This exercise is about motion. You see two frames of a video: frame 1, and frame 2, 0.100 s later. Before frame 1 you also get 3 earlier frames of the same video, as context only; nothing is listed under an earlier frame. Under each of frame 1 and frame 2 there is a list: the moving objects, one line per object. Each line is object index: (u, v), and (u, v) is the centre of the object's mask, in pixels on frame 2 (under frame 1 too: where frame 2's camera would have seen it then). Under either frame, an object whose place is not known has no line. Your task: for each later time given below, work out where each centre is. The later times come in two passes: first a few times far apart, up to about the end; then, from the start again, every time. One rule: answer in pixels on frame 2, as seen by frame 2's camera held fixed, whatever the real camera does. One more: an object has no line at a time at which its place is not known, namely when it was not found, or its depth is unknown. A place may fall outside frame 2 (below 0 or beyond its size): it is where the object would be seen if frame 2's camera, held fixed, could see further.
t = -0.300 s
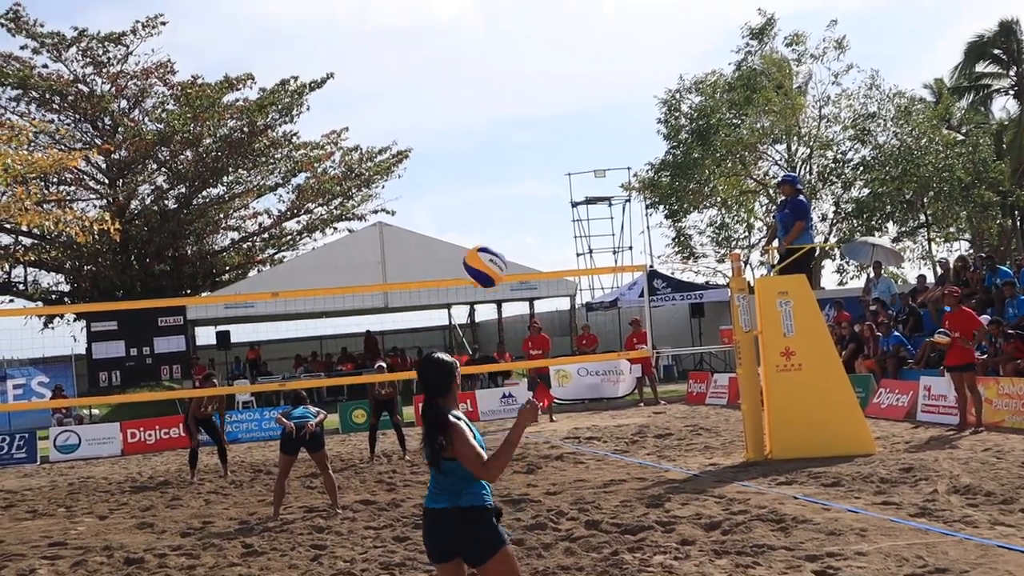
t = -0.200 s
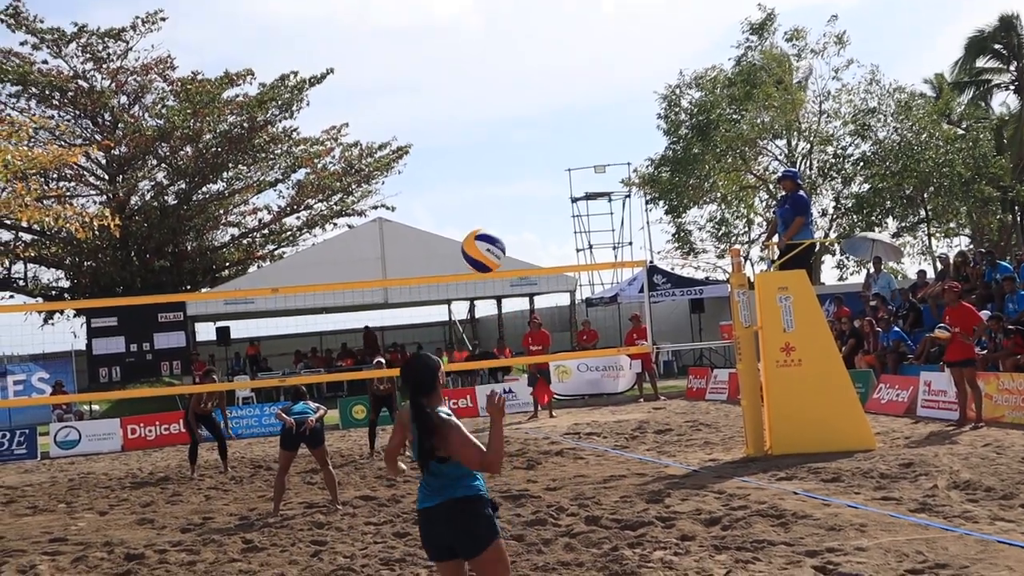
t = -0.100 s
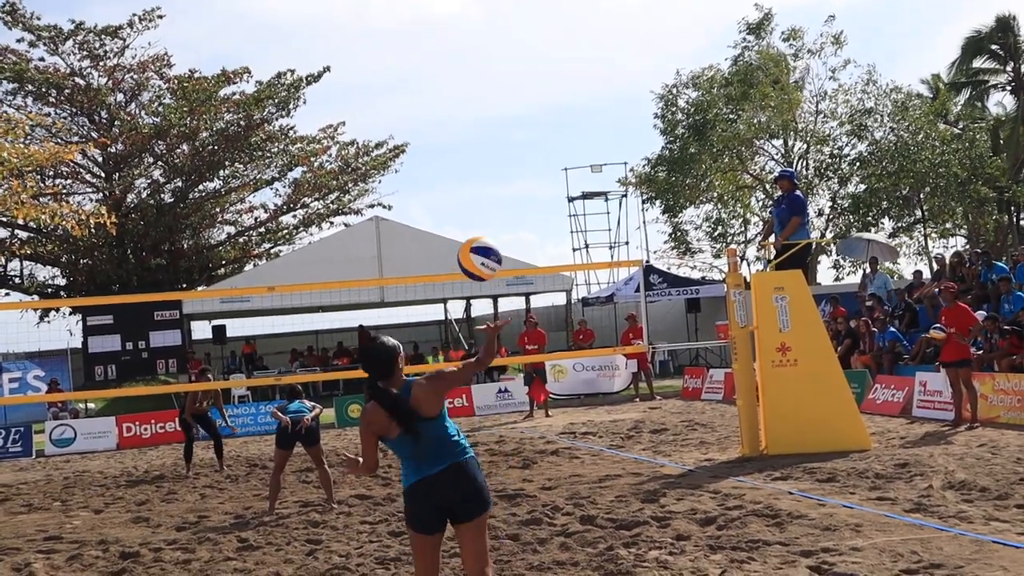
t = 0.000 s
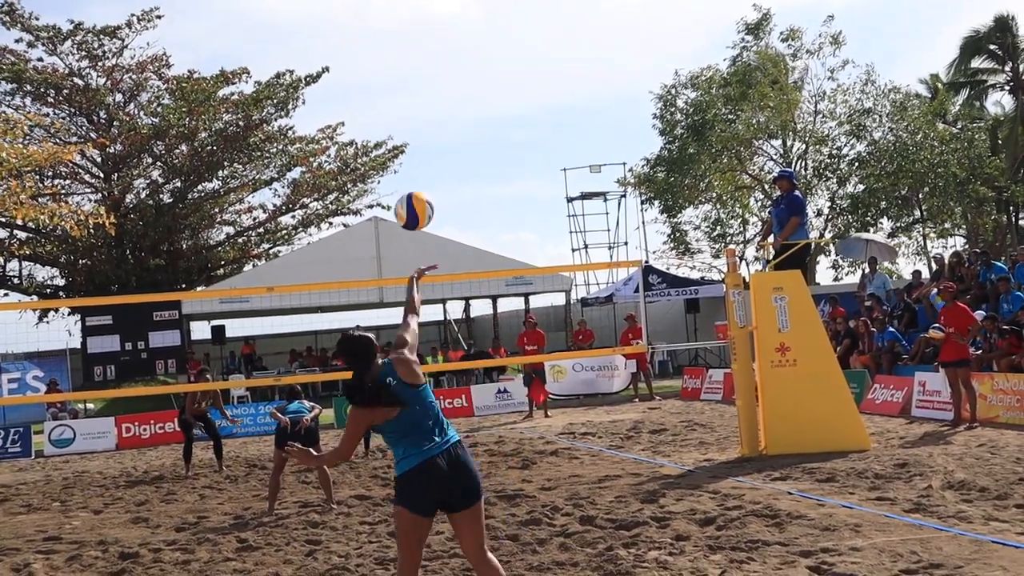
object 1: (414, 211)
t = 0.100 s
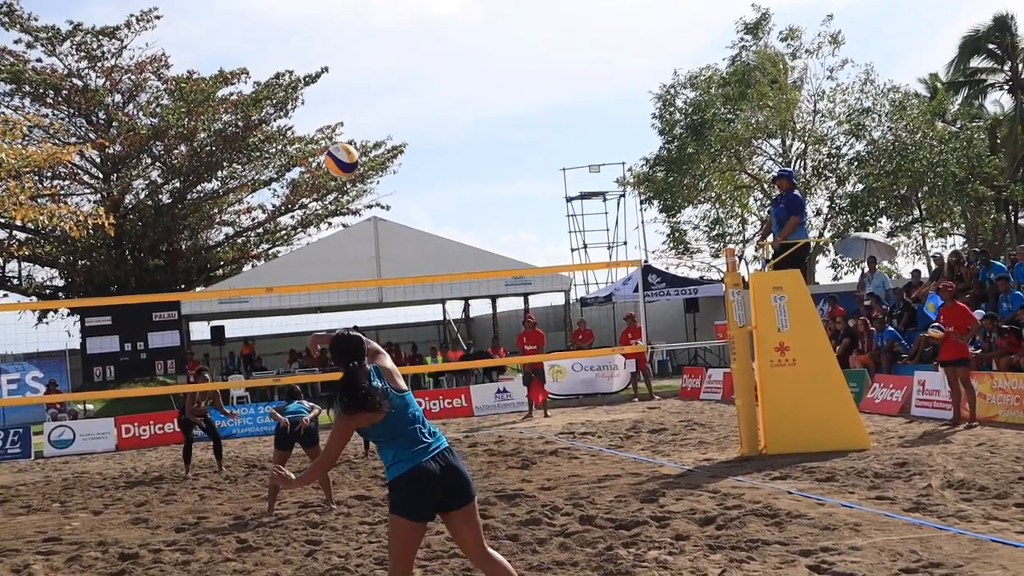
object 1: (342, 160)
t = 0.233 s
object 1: (277, 134)
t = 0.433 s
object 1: (214, 138)
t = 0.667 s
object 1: (168, 186)
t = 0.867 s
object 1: (146, 247)
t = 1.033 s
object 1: (134, 309)
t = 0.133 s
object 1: (323, 150)
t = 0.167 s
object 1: (306, 143)
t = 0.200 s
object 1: (291, 138)
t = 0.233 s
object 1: (277, 134)
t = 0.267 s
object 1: (264, 132)
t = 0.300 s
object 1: (254, 130)
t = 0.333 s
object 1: (242, 131)
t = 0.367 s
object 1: (232, 132)
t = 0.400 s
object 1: (222, 134)
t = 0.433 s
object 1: (214, 138)
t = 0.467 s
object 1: (205, 142)
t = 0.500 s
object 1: (198, 148)
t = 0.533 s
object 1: (190, 154)
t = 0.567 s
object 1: (184, 161)
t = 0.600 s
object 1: (178, 168)
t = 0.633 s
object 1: (172, 177)
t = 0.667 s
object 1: (168, 186)
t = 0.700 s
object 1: (163, 195)
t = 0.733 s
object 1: (159, 205)
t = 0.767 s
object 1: (156, 215)
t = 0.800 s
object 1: (152, 225)
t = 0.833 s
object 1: (148, 236)
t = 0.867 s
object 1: (146, 247)
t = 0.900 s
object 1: (143, 259)
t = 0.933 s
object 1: (140, 270)
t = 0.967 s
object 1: (138, 282)
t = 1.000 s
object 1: (136, 291)
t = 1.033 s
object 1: (134, 309)
